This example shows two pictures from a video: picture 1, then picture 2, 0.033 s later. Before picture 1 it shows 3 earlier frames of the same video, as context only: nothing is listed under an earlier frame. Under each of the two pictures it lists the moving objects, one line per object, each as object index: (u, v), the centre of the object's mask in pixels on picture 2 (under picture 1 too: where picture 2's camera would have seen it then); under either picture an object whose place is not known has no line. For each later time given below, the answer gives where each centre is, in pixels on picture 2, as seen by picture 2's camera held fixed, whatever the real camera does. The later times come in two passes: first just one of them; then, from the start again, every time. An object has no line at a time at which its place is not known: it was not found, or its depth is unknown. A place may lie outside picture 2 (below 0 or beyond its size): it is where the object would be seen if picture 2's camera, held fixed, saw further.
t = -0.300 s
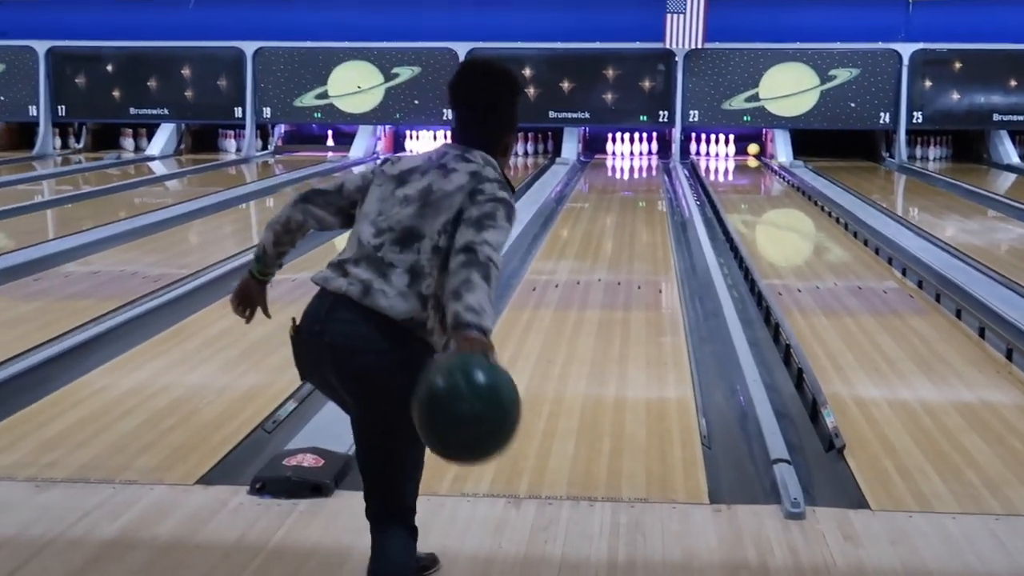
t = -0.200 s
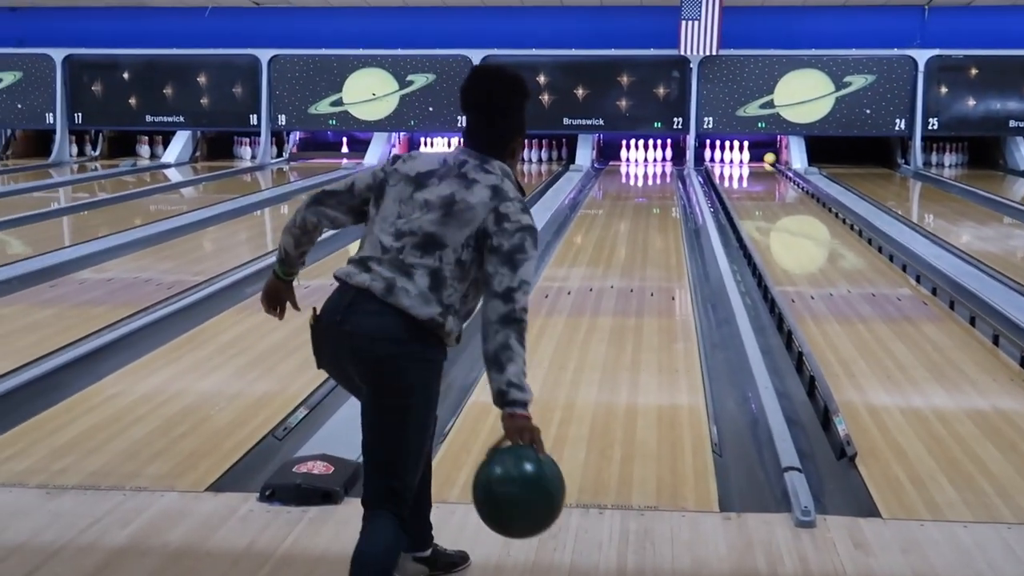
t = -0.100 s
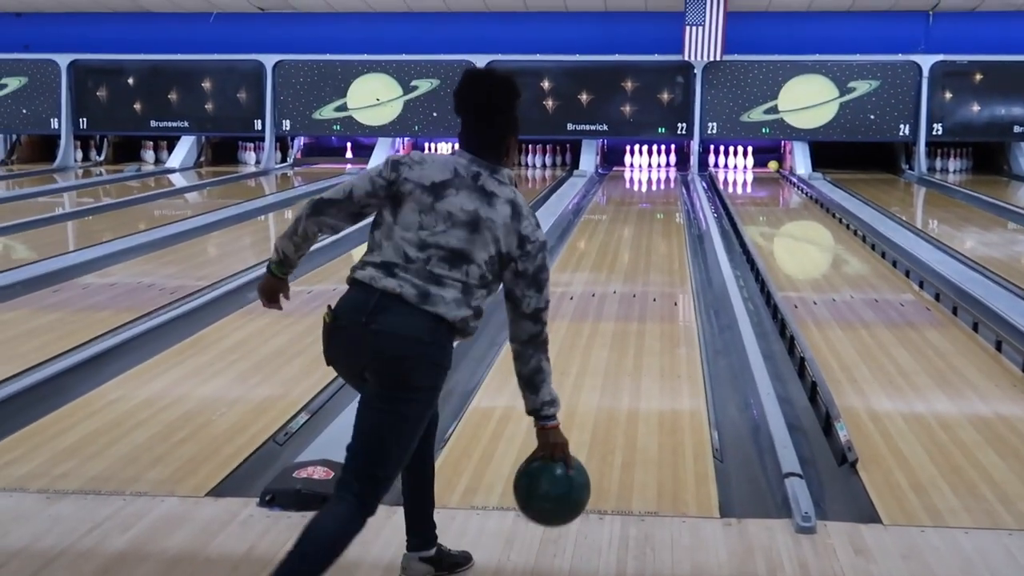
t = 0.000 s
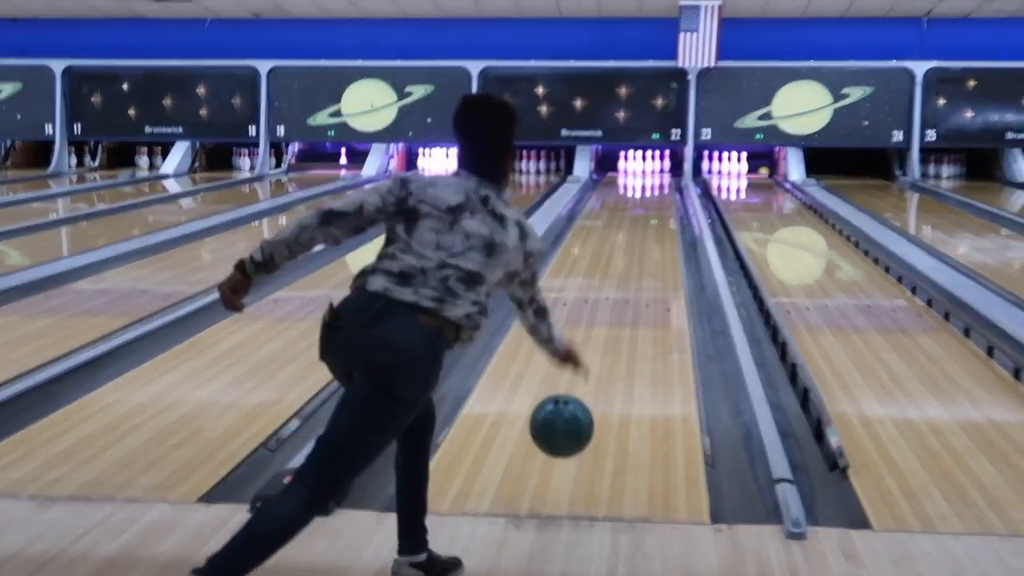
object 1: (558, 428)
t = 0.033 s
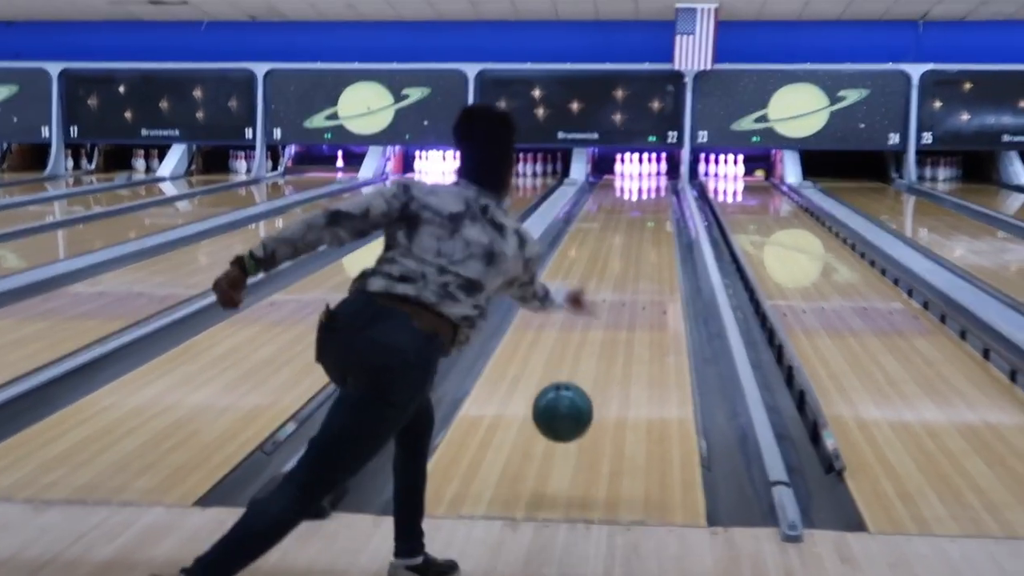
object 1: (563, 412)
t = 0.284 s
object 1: (585, 365)
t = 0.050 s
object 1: (565, 405)
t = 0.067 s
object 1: (566, 399)
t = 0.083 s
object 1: (568, 395)
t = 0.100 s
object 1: (570, 391)
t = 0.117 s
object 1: (572, 388)
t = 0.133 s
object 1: (573, 385)
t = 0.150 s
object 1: (575, 384)
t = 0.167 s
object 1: (576, 383)
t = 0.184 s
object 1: (578, 384)
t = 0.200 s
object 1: (579, 384)
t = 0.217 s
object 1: (580, 385)
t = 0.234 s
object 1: (581, 383)
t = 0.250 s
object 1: (583, 376)
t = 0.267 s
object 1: (584, 370)
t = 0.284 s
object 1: (585, 365)
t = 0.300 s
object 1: (587, 360)
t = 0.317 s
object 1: (588, 356)
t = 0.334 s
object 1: (589, 352)
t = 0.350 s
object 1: (590, 348)
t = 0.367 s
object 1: (591, 343)
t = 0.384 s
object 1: (592, 339)
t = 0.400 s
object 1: (593, 335)
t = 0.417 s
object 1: (594, 331)
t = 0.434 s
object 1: (595, 327)
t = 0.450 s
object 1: (595, 324)
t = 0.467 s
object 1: (596, 320)
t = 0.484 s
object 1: (597, 317)
